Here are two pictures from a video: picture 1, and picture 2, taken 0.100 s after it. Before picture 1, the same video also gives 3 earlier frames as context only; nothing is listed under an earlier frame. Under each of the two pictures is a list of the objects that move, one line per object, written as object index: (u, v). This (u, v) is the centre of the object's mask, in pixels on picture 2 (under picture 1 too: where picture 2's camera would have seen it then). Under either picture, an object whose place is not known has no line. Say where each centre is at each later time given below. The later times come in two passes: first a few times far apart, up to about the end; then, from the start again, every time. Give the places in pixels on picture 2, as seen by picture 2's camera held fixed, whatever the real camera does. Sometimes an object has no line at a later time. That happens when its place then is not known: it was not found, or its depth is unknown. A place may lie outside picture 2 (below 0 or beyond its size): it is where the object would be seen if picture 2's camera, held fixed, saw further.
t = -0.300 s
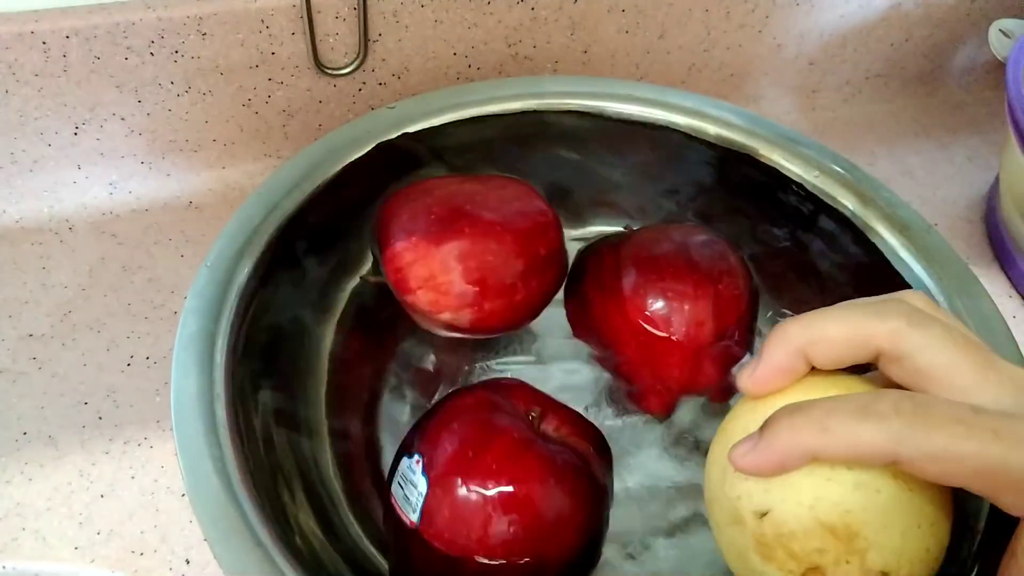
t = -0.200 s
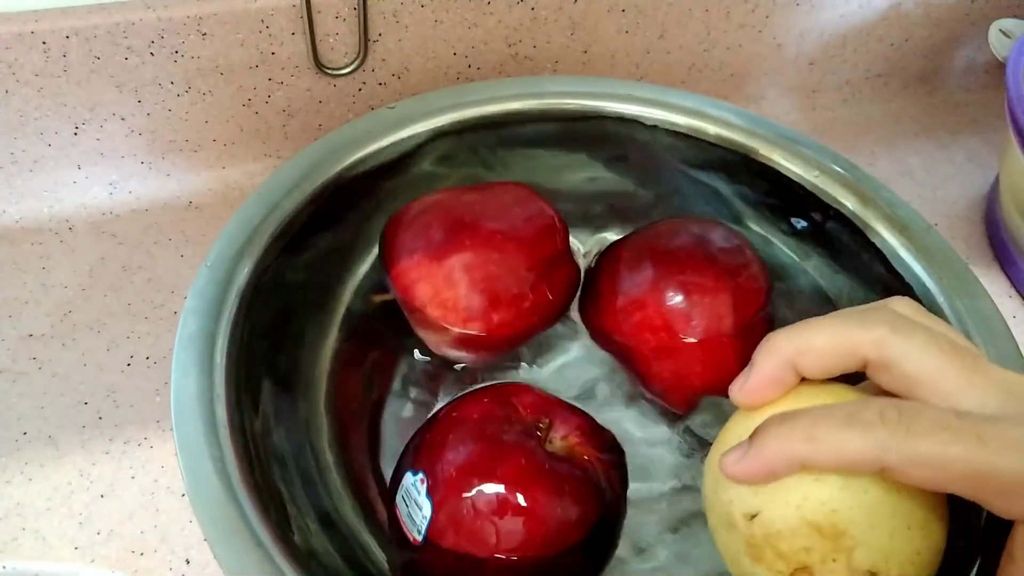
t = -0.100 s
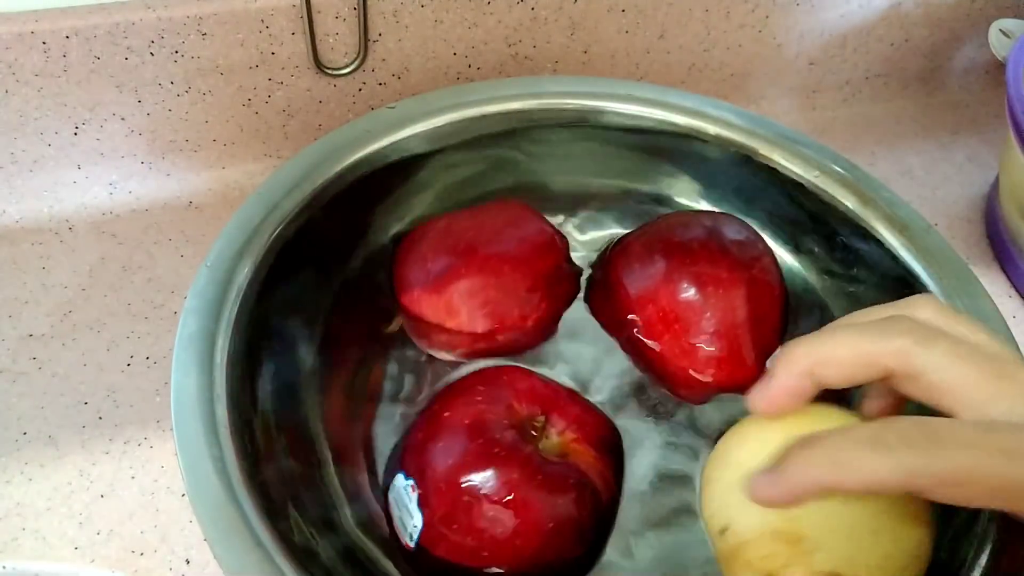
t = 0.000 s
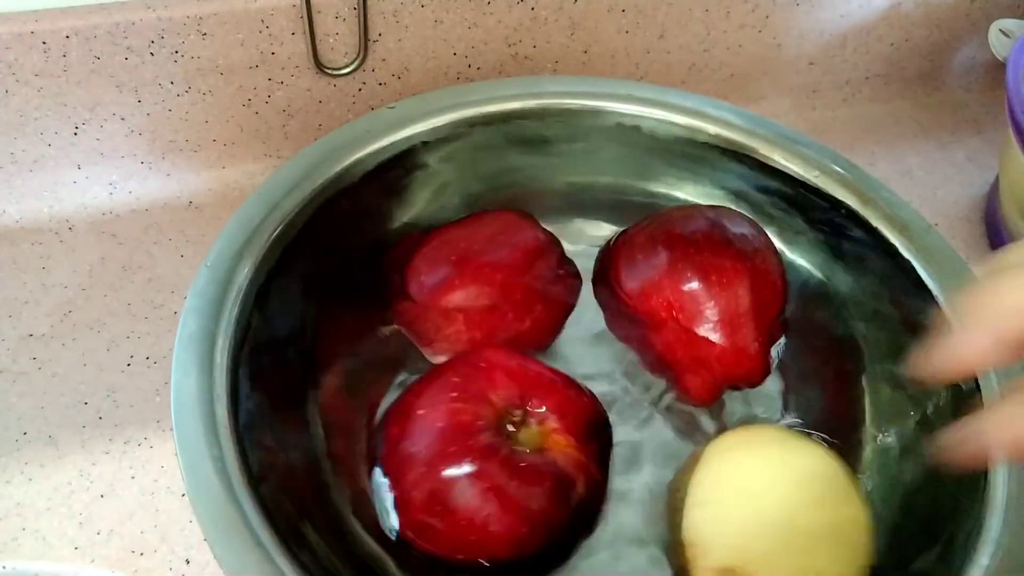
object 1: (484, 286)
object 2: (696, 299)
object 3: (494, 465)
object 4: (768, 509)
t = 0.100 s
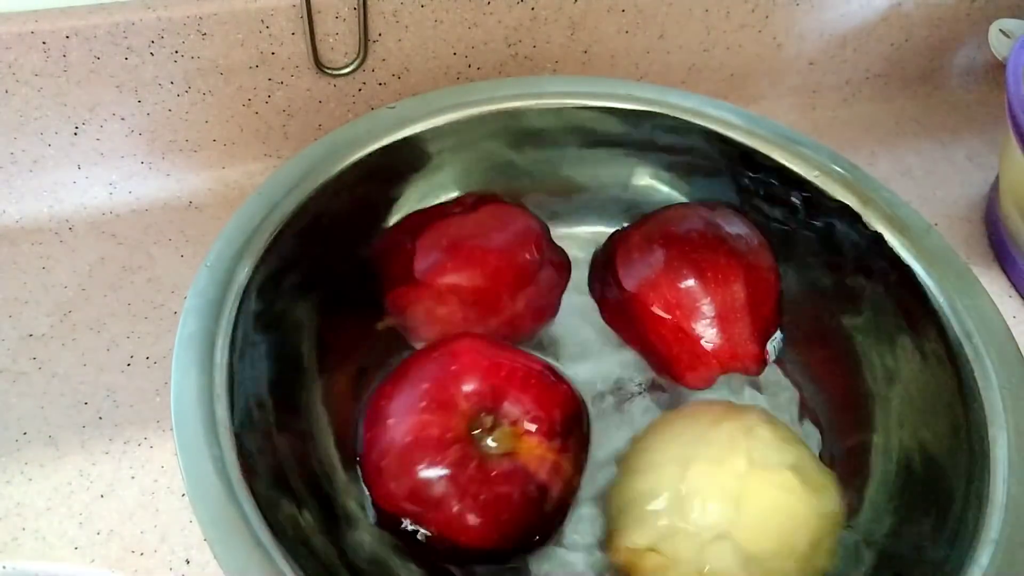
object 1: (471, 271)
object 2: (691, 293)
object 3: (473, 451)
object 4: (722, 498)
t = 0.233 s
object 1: (473, 252)
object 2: (698, 301)
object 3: (464, 460)
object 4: (687, 498)
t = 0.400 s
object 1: (497, 267)
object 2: (743, 307)
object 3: (458, 465)
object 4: (685, 488)
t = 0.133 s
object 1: (470, 265)
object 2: (692, 293)
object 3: (468, 449)
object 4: (710, 496)
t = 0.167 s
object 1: (470, 259)
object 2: (692, 296)
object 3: (463, 453)
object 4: (701, 496)
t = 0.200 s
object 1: (471, 256)
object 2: (693, 297)
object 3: (462, 457)
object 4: (693, 496)
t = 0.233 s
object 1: (473, 252)
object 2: (698, 301)
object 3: (464, 460)
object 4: (687, 498)
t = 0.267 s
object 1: (477, 252)
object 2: (702, 303)
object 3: (462, 461)
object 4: (683, 496)
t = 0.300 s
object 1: (481, 252)
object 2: (710, 303)
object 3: (459, 463)
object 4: (686, 494)
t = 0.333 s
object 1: (486, 255)
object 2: (720, 305)
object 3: (457, 463)
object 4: (687, 492)
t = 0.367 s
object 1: (492, 260)
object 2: (734, 307)
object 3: (458, 464)
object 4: (687, 490)
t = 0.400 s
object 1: (497, 267)
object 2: (743, 307)
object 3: (458, 465)
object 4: (685, 488)
